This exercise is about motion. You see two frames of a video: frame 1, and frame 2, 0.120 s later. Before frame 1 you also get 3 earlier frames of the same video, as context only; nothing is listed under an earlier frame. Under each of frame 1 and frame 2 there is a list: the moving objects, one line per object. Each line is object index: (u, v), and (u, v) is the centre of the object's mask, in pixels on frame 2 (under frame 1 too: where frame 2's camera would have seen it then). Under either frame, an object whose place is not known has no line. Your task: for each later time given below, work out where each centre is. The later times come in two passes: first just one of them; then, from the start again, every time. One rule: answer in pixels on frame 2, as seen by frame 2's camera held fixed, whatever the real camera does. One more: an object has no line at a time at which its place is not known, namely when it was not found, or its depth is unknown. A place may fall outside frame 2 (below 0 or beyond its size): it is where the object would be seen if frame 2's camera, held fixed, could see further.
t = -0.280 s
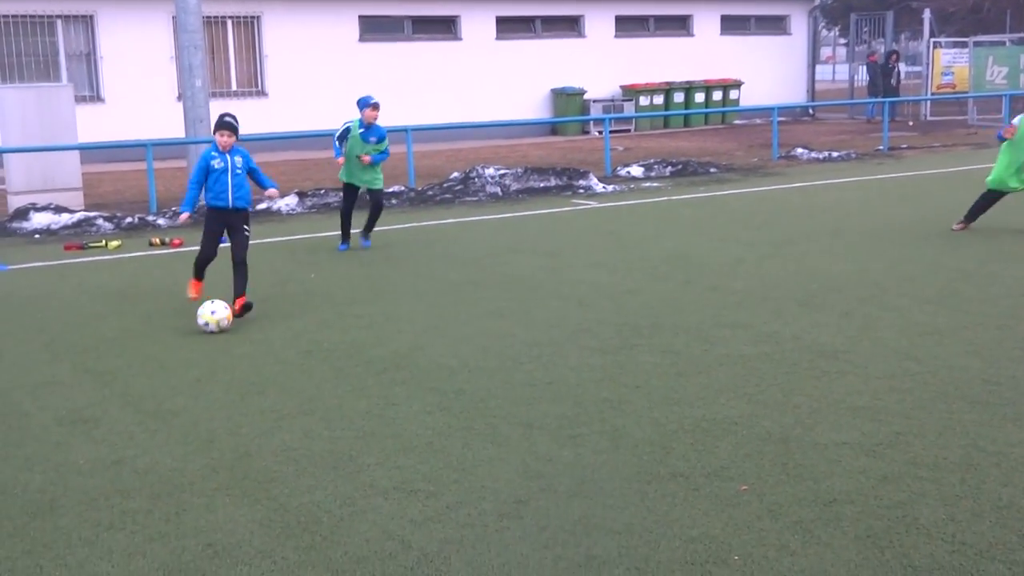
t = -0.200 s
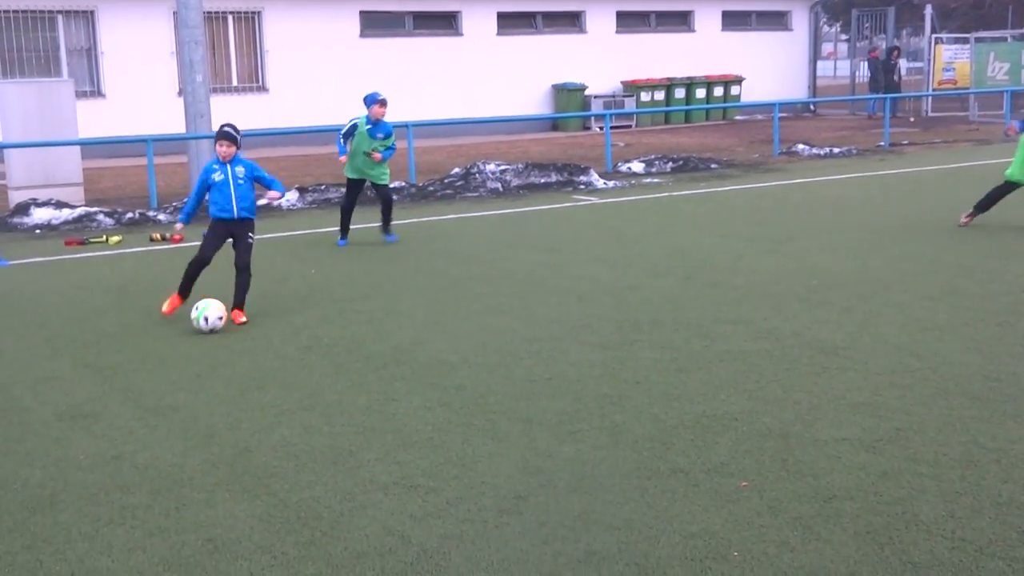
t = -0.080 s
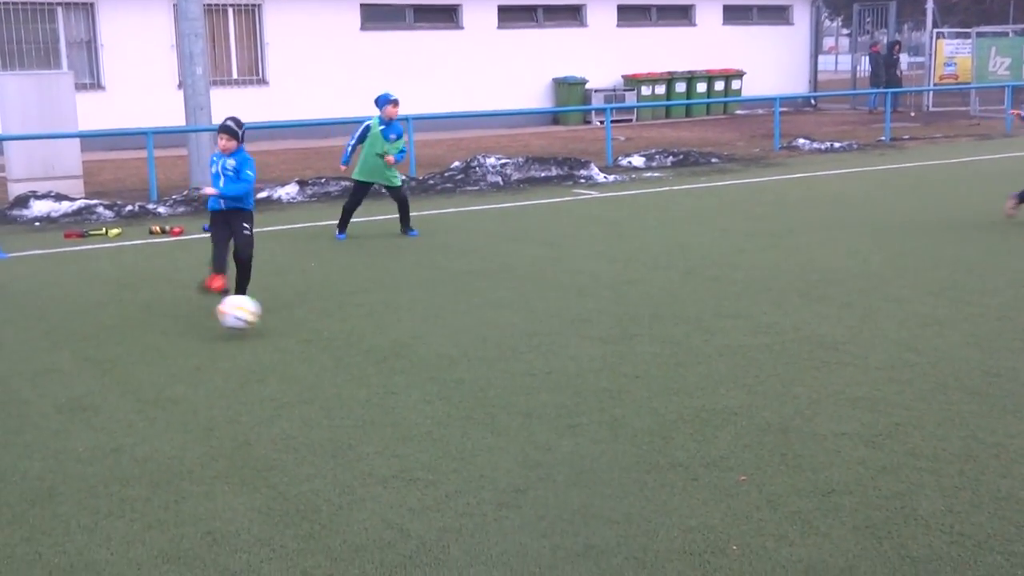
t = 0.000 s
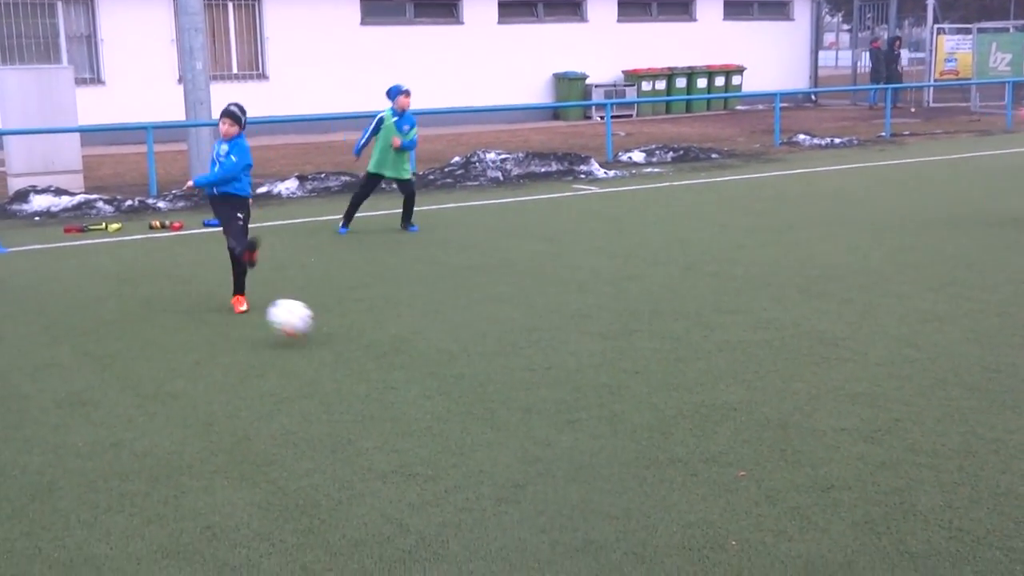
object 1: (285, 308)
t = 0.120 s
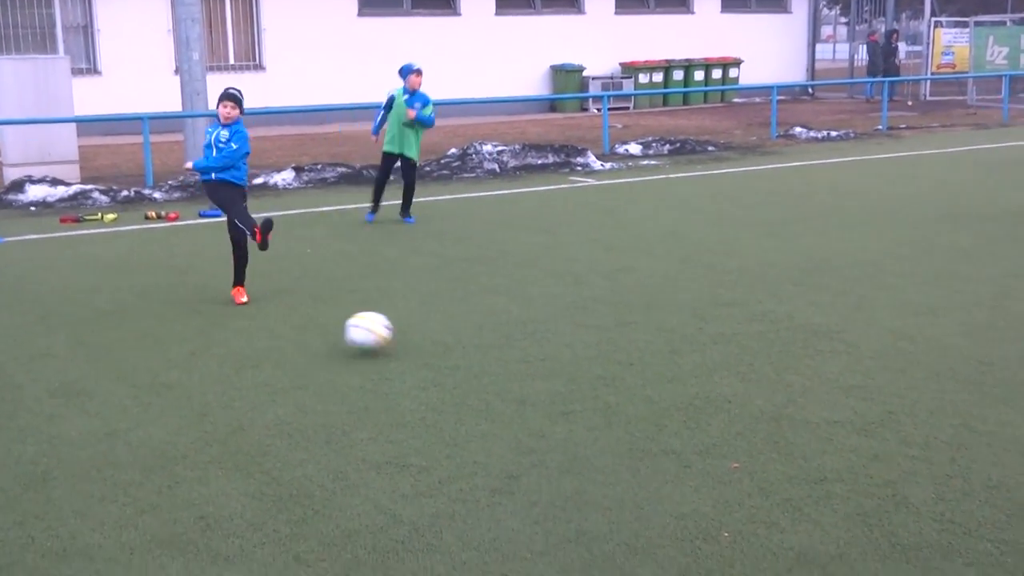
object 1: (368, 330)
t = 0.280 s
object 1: (483, 360)
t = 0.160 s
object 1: (395, 335)
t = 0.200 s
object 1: (425, 343)
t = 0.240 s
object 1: (454, 355)
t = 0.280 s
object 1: (483, 360)
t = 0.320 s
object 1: (512, 364)
